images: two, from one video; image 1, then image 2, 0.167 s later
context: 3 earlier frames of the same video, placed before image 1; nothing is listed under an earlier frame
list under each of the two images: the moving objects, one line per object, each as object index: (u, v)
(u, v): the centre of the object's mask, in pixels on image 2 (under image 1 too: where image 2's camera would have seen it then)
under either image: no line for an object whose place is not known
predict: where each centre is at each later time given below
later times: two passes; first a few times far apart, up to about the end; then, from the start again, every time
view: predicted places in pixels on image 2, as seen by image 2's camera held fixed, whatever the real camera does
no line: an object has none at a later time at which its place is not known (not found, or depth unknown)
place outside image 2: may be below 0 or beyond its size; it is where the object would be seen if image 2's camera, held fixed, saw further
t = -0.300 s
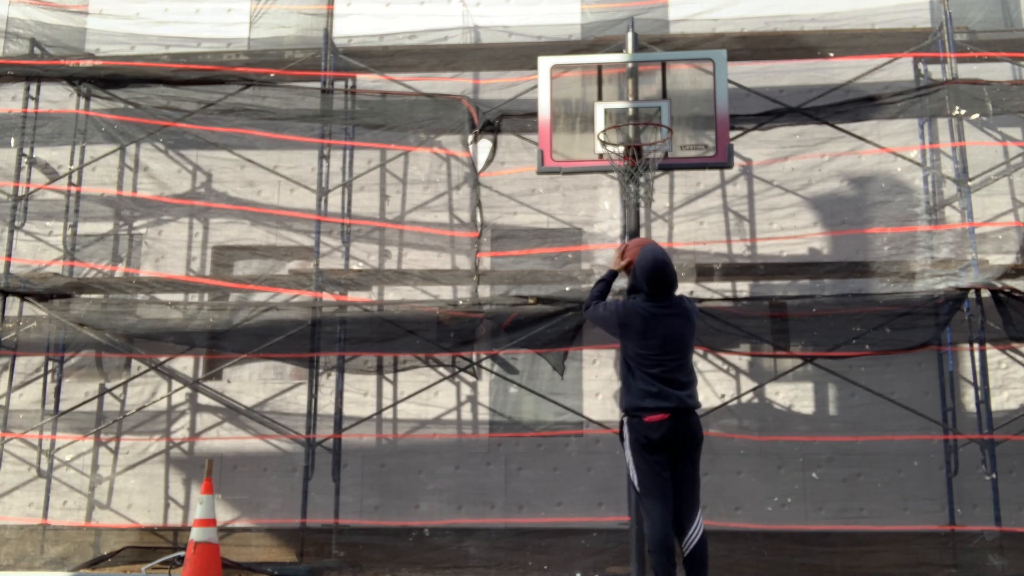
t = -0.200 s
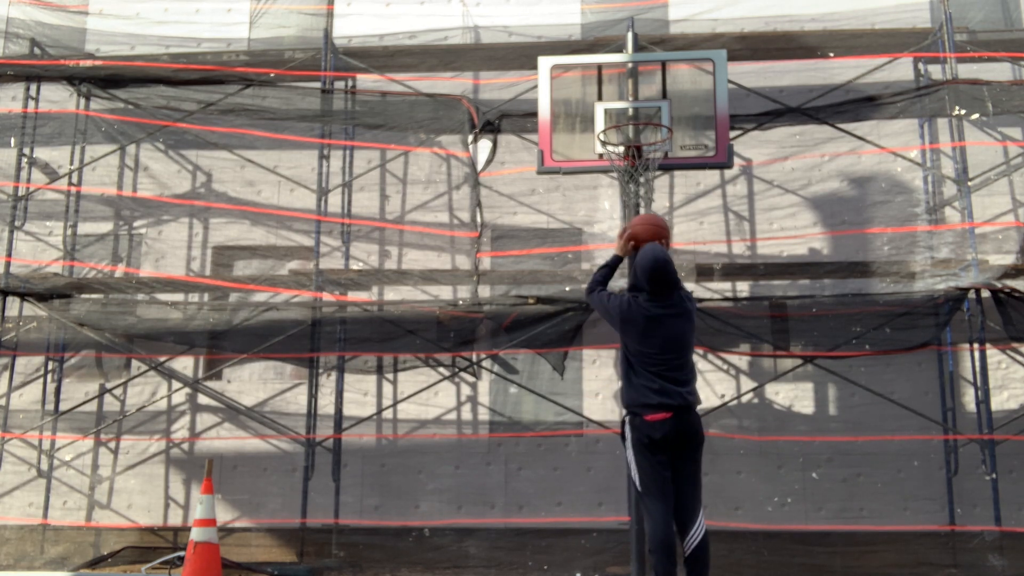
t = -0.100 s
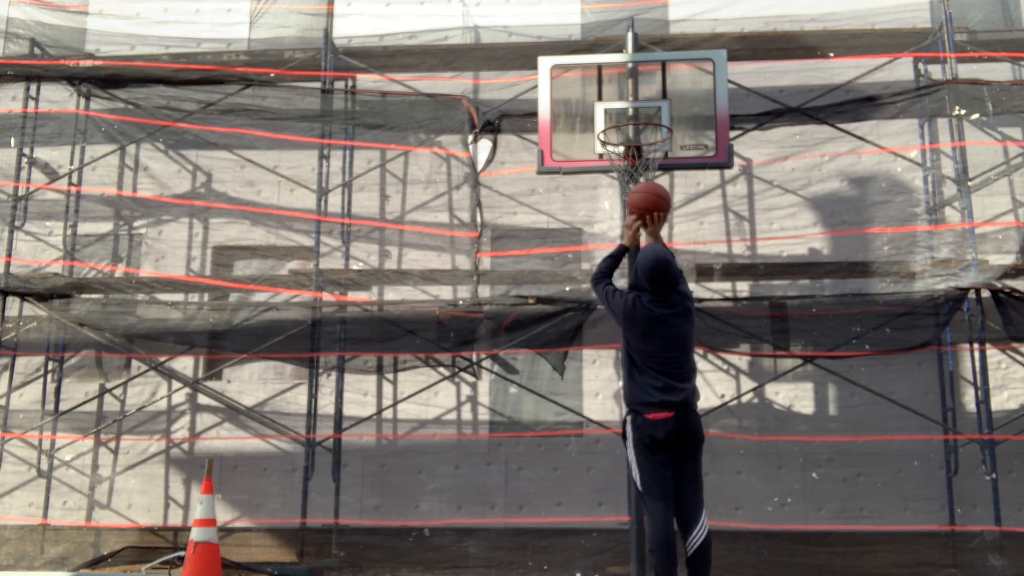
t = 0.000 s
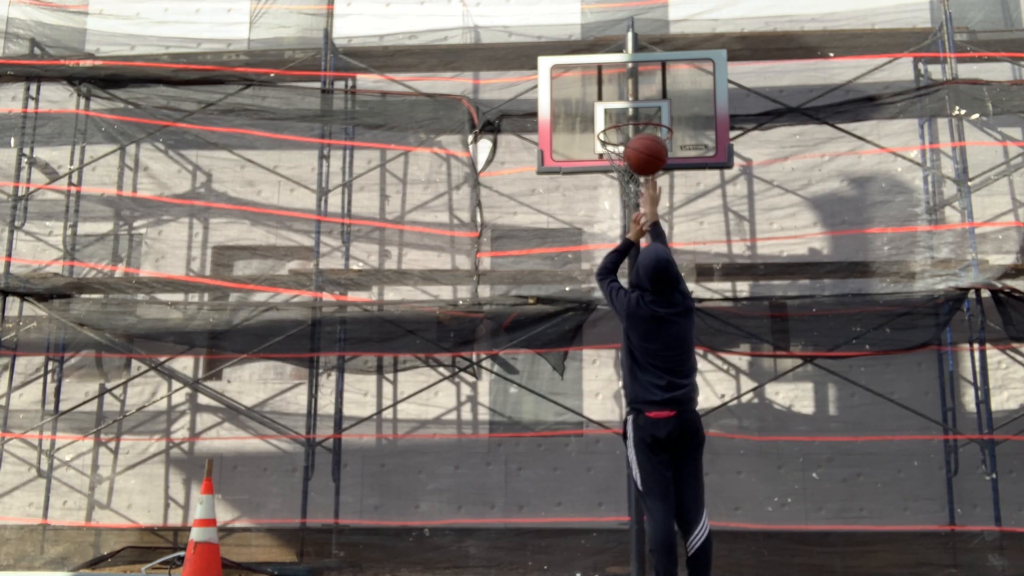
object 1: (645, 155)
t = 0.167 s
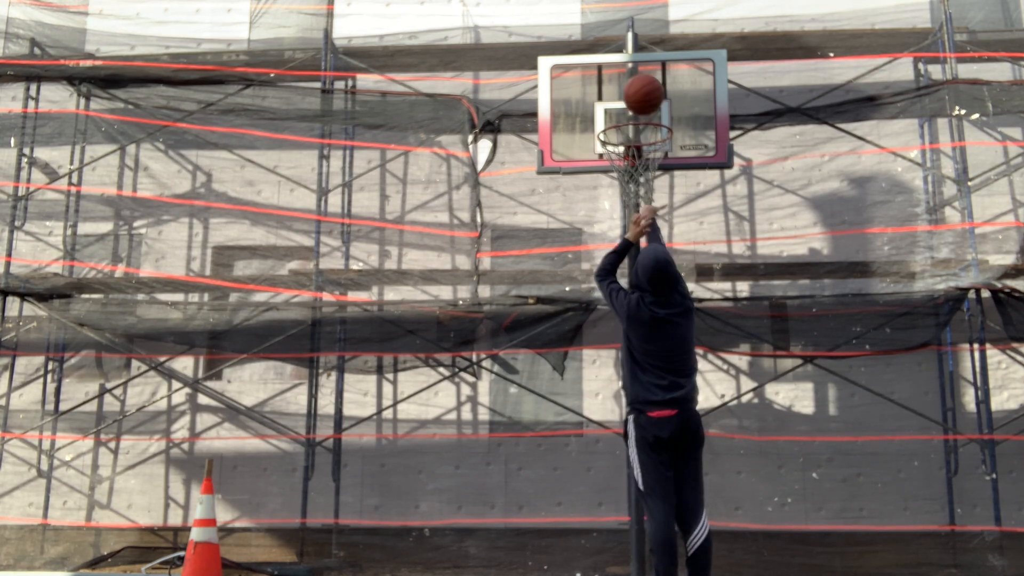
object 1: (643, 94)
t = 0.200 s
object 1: (643, 88)
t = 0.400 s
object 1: (641, 88)
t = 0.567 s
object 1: (639, 132)
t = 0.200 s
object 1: (643, 88)
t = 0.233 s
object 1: (642, 84)
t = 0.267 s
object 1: (642, 82)
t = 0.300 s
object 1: (642, 82)
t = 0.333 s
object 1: (642, 82)
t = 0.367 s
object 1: (641, 84)
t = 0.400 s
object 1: (641, 88)
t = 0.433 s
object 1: (640, 95)
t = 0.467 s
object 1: (641, 102)
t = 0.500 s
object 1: (641, 110)
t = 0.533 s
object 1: (640, 120)
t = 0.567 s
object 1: (639, 132)
